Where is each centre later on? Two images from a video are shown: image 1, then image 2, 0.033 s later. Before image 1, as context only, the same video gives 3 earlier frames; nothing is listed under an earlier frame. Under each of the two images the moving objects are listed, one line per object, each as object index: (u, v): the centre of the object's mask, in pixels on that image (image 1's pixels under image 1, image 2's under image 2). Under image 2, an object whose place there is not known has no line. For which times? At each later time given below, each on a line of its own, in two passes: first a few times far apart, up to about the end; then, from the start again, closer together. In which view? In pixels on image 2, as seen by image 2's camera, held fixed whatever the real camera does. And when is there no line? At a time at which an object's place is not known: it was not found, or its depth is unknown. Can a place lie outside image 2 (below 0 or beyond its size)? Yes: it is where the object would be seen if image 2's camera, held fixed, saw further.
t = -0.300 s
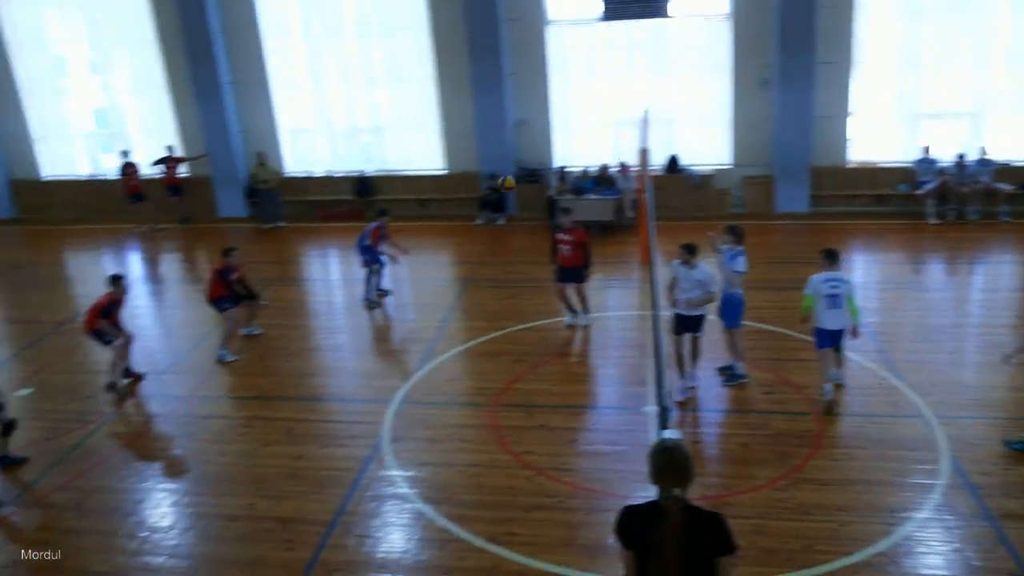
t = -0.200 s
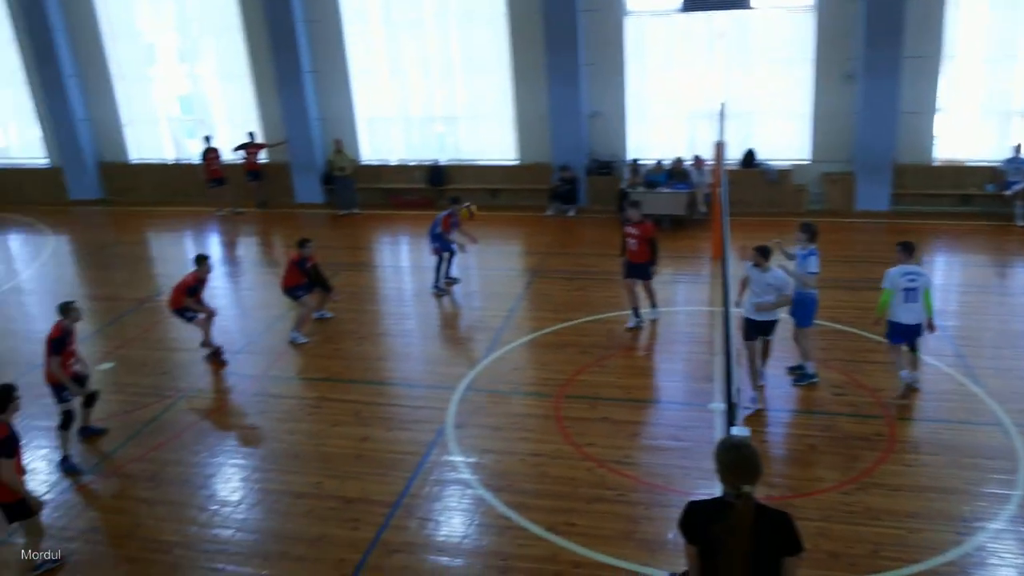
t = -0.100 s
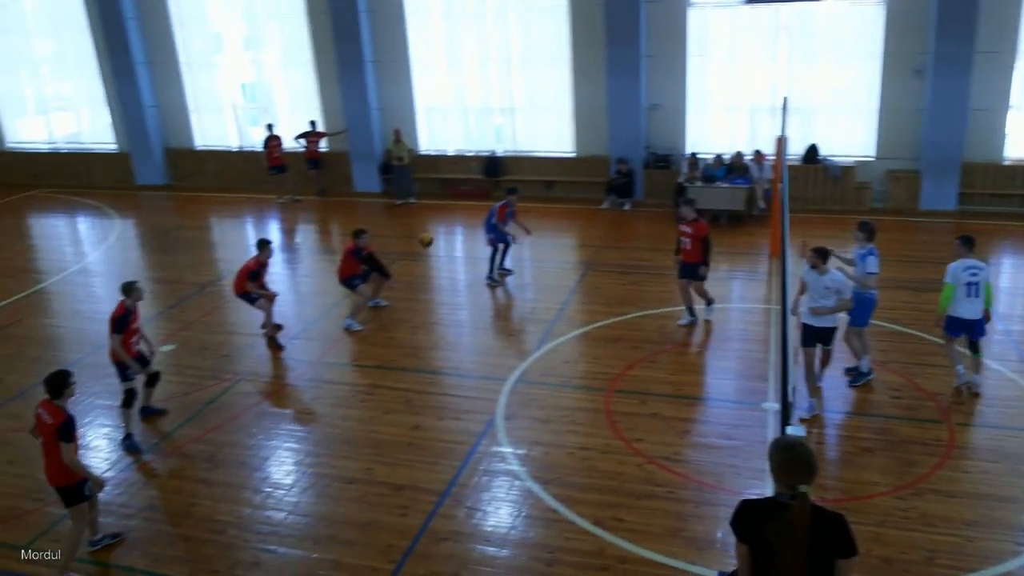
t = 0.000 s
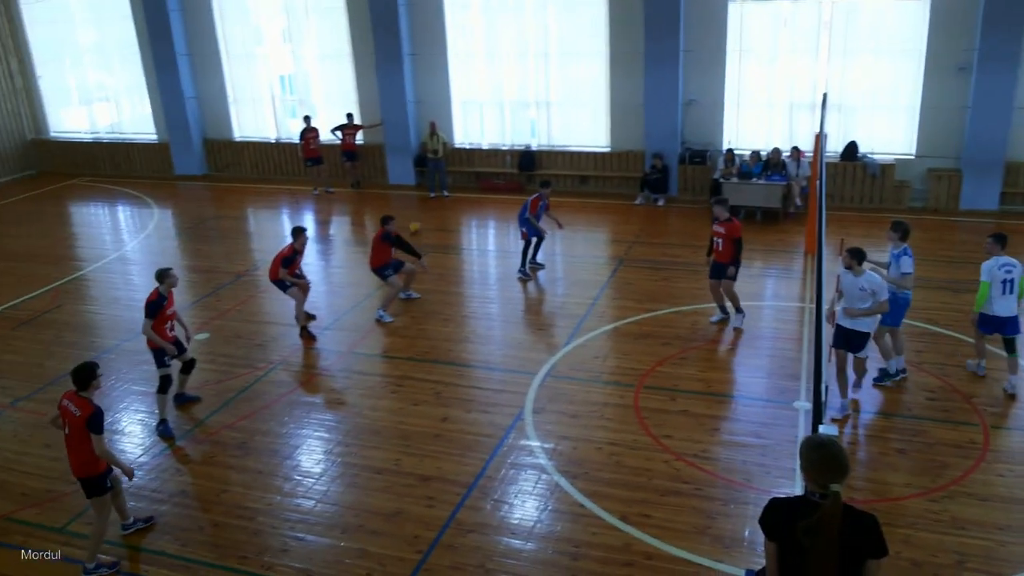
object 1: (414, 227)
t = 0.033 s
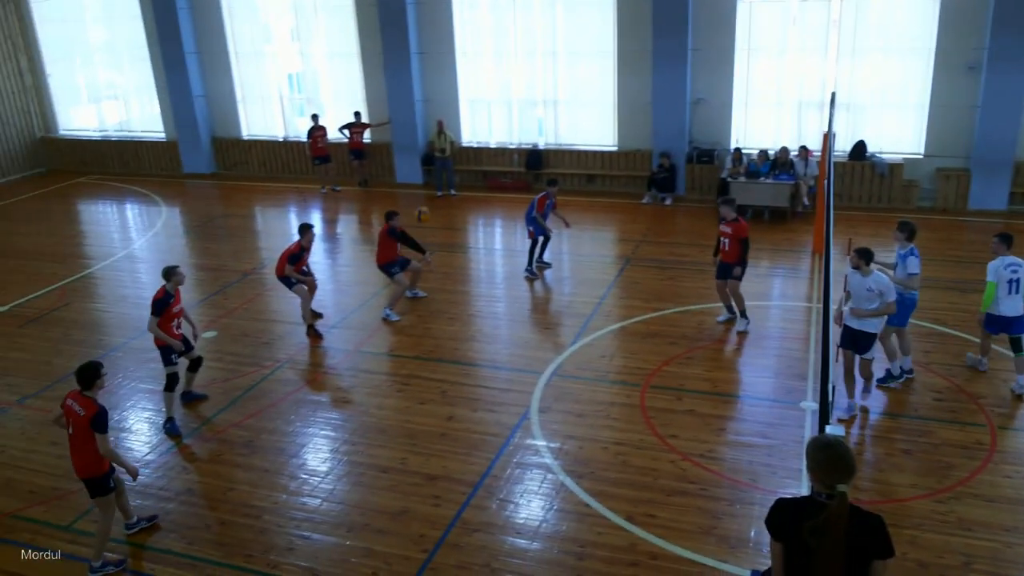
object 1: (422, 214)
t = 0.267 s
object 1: (420, 126)
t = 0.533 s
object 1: (416, 50)
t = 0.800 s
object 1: (413, 27)
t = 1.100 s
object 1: (413, 101)
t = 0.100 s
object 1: (422, 188)
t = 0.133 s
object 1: (423, 175)
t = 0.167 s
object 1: (422, 163)
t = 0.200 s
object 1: (422, 151)
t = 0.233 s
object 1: (421, 139)
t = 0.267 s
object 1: (420, 126)
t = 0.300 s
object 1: (420, 115)
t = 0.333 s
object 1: (420, 104)
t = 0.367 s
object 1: (419, 94)
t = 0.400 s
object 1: (418, 83)
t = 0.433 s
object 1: (417, 73)
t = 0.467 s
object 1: (417, 66)
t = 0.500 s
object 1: (416, 58)
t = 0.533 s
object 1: (416, 50)
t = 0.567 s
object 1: (415, 43)
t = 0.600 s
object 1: (415, 38)
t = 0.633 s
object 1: (415, 34)
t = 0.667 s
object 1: (414, 30)
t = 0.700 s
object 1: (413, 27)
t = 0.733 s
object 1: (413, 26)
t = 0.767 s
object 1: (413, 26)
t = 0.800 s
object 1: (413, 27)
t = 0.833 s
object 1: (413, 29)
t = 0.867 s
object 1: (412, 33)
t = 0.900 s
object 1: (412, 37)
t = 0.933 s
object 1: (412, 44)
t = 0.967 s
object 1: (412, 53)
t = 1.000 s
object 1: (412, 62)
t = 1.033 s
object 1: (412, 73)
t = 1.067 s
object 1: (413, 87)
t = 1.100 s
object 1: (413, 101)
